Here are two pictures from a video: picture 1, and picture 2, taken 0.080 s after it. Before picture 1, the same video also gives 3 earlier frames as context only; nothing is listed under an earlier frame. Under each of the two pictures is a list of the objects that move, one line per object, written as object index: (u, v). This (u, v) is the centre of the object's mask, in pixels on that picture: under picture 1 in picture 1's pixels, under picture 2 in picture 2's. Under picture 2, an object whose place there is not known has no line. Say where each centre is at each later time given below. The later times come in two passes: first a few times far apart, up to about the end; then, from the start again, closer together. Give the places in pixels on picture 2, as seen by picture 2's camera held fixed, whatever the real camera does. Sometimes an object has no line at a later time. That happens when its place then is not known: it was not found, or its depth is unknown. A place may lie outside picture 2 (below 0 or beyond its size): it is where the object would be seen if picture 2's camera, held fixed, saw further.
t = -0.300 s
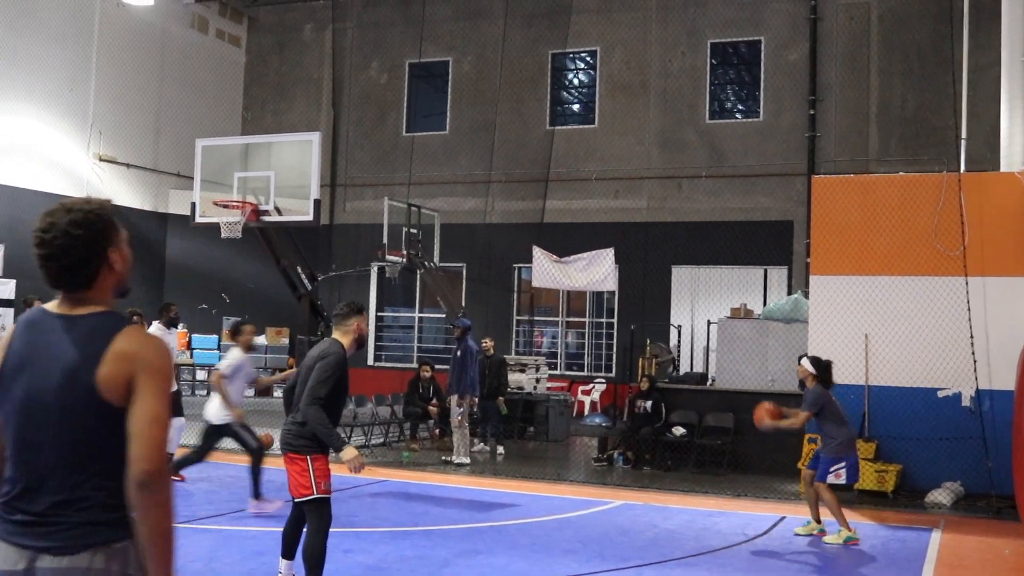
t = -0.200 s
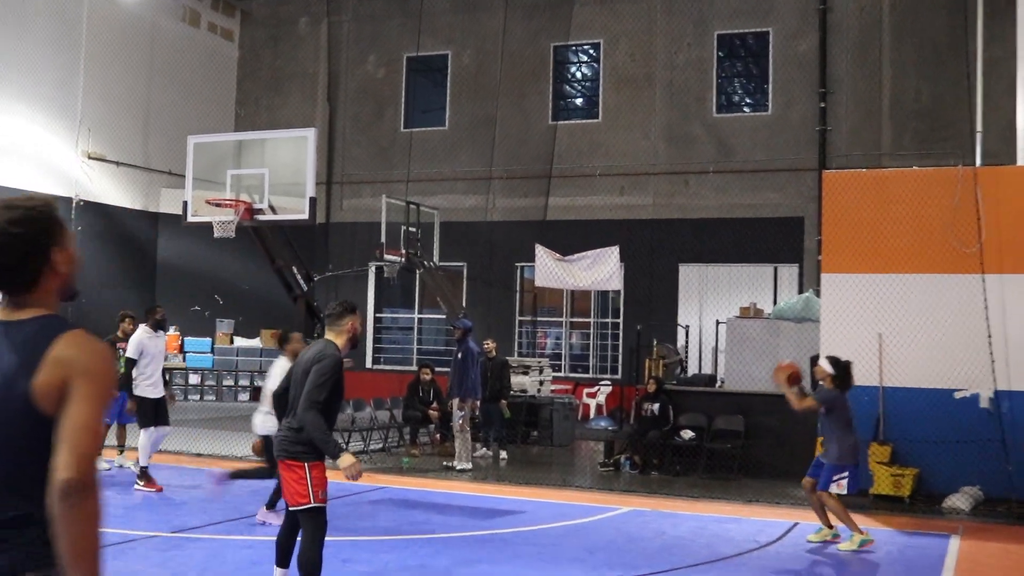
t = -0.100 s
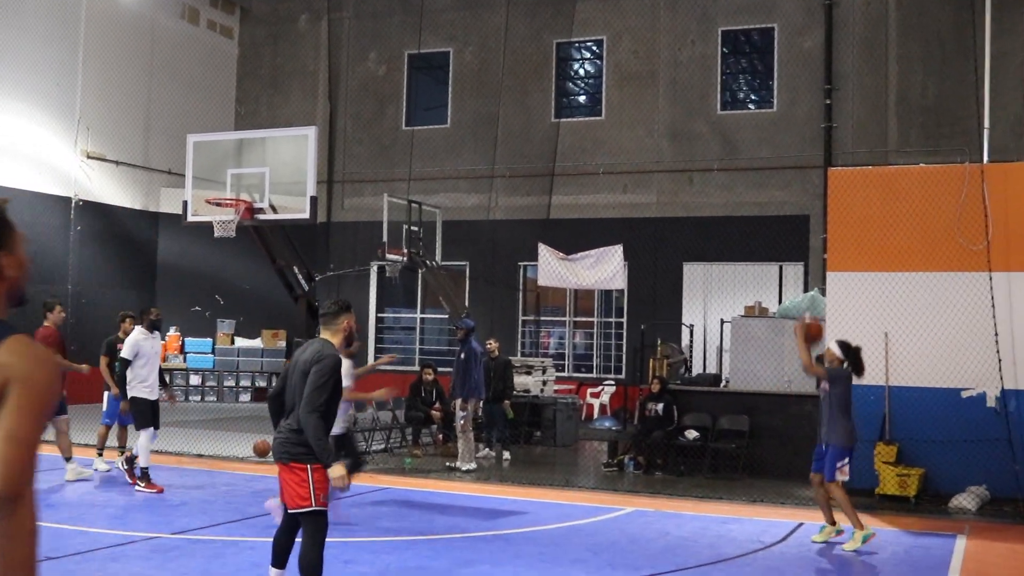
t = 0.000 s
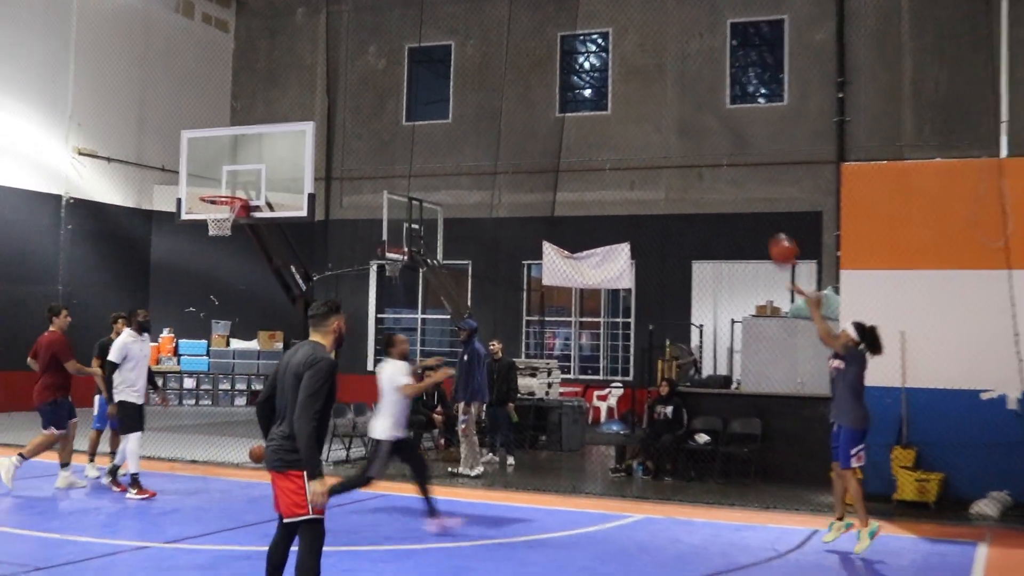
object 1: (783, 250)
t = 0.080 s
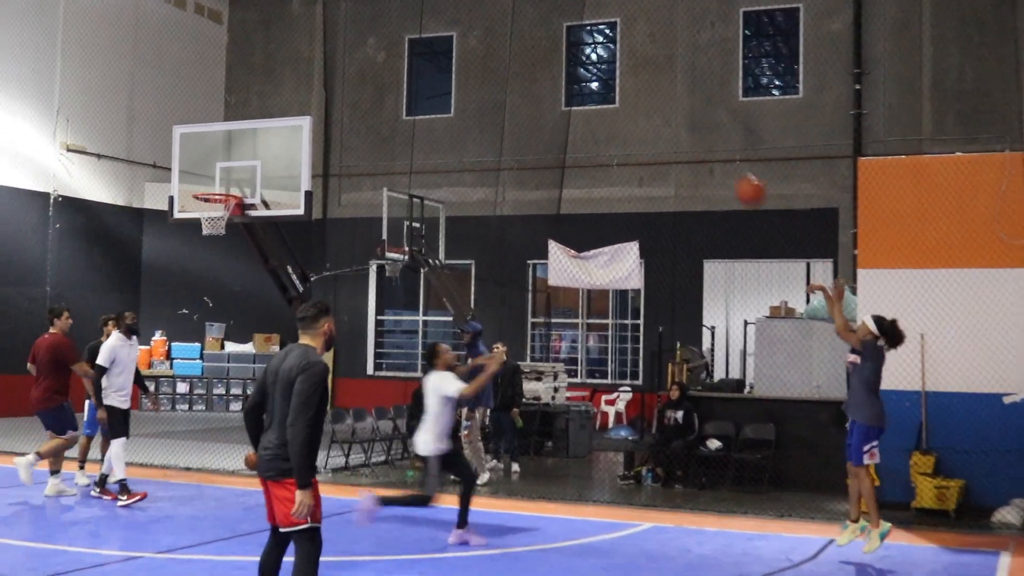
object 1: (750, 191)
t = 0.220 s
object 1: (671, 109)
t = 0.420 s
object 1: (571, 42)
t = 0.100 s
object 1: (737, 176)
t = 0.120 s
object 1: (726, 164)
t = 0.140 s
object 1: (715, 152)
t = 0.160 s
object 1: (704, 141)
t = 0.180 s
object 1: (693, 130)
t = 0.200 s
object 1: (682, 119)
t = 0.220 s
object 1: (671, 109)
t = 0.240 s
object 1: (661, 100)
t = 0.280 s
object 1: (641, 84)
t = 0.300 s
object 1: (632, 77)
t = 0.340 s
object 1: (612, 64)
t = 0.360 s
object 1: (602, 57)
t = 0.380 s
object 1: (589, 52)
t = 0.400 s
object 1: (581, 47)
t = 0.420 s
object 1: (571, 42)
